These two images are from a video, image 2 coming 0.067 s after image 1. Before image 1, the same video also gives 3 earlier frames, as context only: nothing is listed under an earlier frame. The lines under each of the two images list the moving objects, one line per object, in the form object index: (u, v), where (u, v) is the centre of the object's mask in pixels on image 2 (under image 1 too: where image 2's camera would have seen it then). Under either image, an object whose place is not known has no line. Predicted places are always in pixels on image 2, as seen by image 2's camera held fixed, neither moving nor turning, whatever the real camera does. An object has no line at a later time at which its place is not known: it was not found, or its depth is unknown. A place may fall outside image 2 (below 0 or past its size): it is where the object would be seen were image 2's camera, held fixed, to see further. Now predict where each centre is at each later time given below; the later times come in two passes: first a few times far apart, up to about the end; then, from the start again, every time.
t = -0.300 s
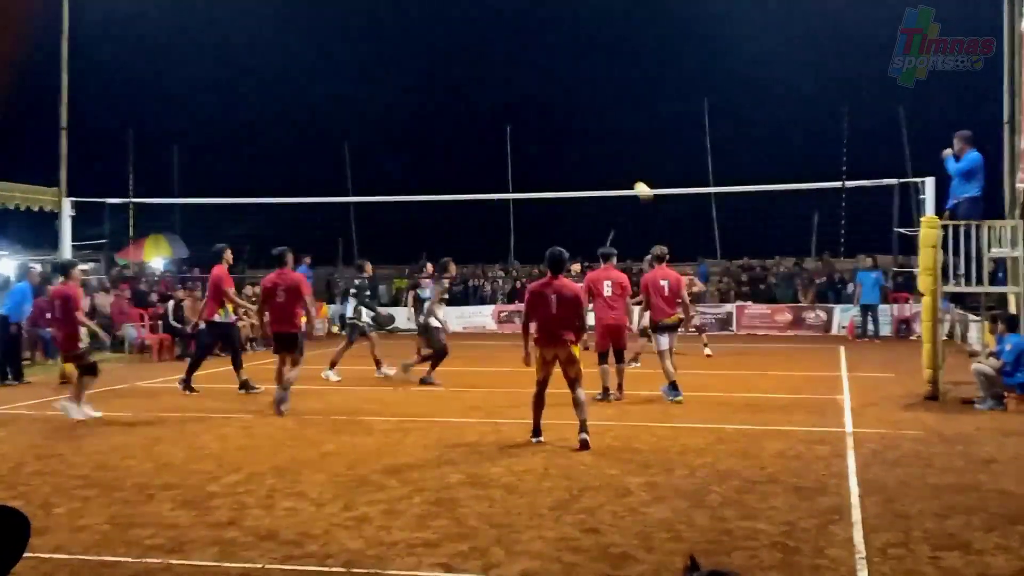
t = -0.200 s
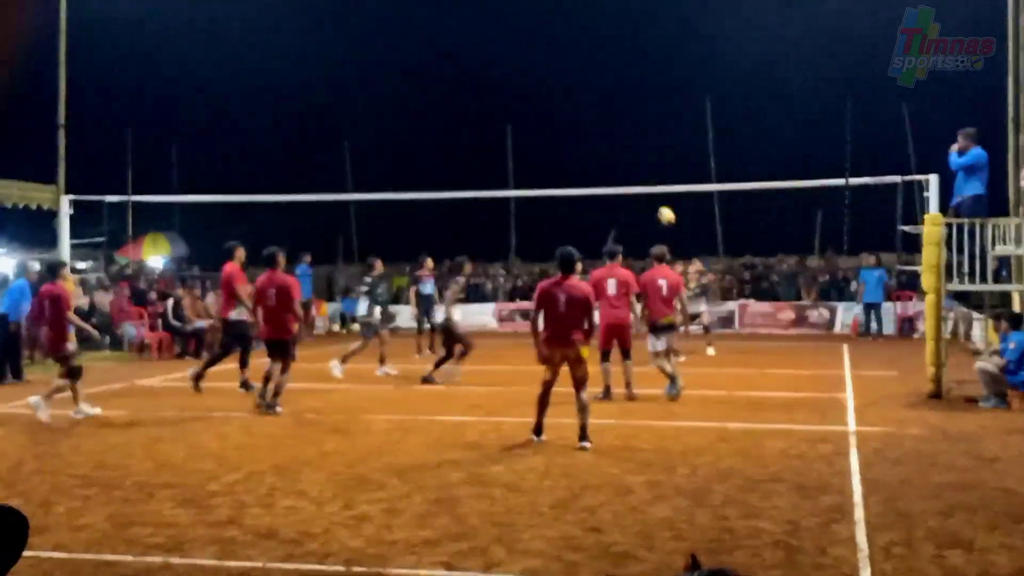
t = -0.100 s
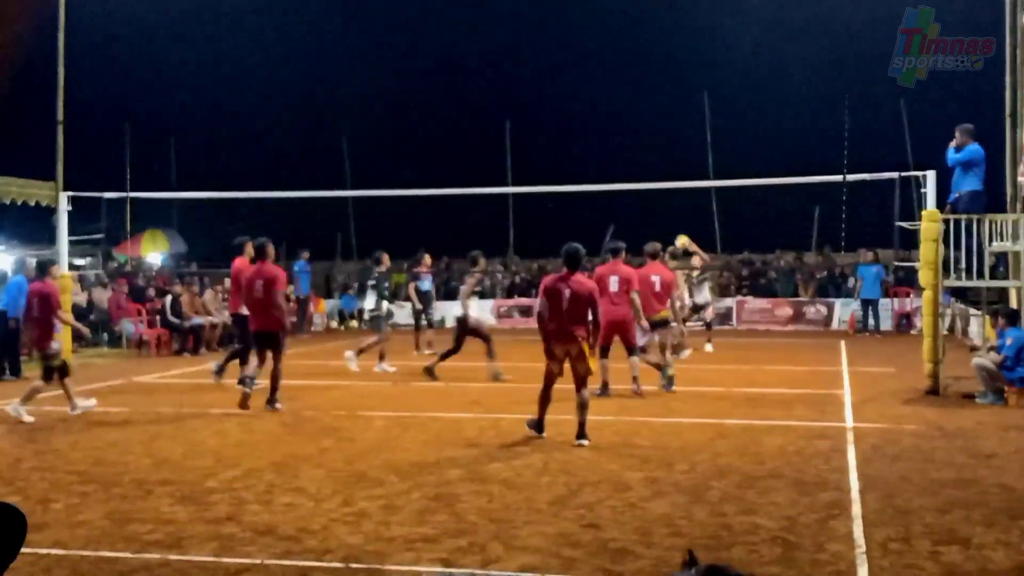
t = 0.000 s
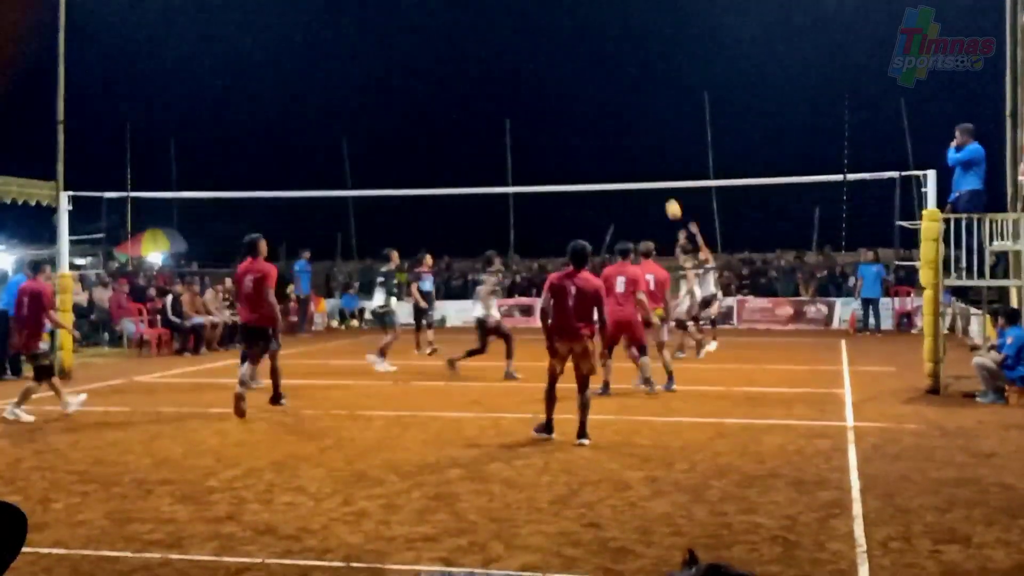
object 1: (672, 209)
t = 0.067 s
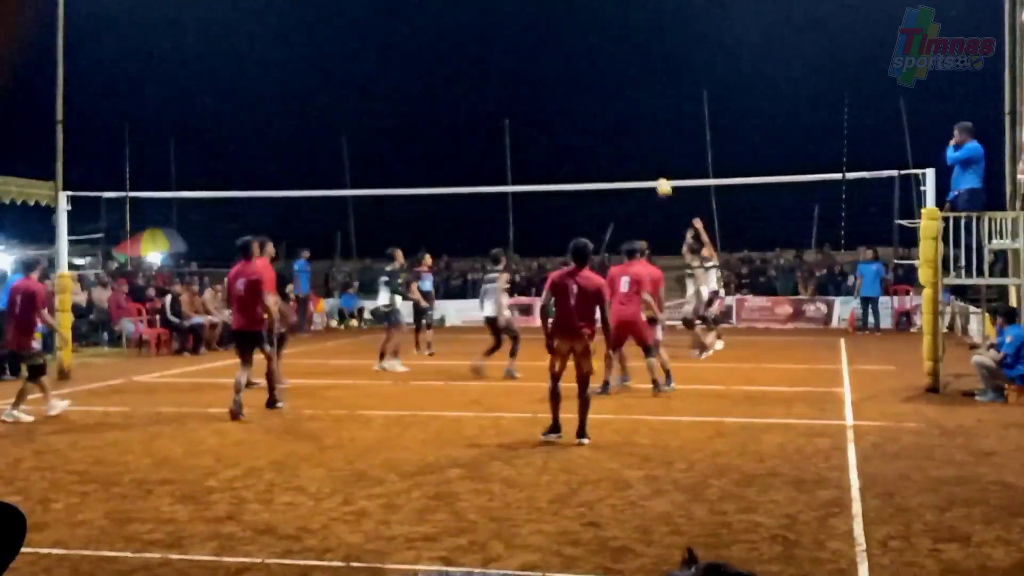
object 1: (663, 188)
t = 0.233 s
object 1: (640, 146)
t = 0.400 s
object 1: (616, 121)
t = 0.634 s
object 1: (582, 117)
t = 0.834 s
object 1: (550, 145)
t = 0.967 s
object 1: (530, 179)
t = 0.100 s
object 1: (658, 176)
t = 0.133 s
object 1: (654, 169)
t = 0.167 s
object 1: (649, 161)
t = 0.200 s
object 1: (644, 153)
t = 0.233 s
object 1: (640, 146)
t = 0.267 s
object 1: (635, 139)
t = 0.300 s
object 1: (630, 134)
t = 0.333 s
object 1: (625, 129)
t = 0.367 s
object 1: (621, 124)
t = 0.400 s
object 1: (616, 121)
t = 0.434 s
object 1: (611, 118)
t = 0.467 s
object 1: (606, 116)
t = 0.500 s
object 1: (601, 115)
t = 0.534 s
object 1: (597, 114)
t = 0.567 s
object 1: (592, 114)
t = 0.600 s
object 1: (587, 115)
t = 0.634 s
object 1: (582, 117)
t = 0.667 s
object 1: (577, 120)
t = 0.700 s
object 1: (572, 123)
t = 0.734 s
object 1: (567, 127)
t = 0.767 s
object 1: (561, 133)
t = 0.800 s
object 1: (556, 138)
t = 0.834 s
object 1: (550, 145)
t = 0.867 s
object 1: (545, 153)
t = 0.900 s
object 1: (539, 162)
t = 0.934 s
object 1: (534, 171)
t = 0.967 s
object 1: (530, 179)
